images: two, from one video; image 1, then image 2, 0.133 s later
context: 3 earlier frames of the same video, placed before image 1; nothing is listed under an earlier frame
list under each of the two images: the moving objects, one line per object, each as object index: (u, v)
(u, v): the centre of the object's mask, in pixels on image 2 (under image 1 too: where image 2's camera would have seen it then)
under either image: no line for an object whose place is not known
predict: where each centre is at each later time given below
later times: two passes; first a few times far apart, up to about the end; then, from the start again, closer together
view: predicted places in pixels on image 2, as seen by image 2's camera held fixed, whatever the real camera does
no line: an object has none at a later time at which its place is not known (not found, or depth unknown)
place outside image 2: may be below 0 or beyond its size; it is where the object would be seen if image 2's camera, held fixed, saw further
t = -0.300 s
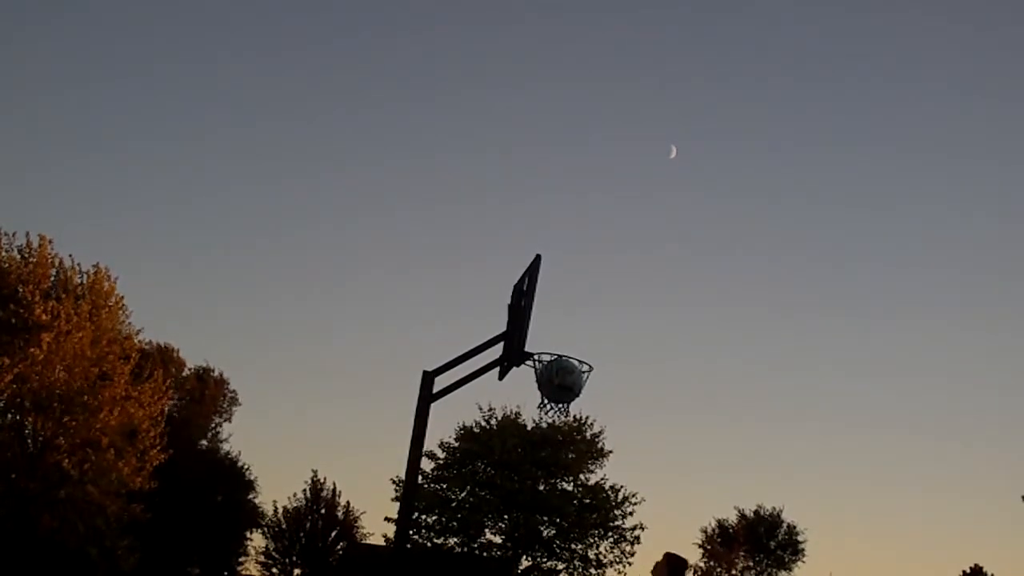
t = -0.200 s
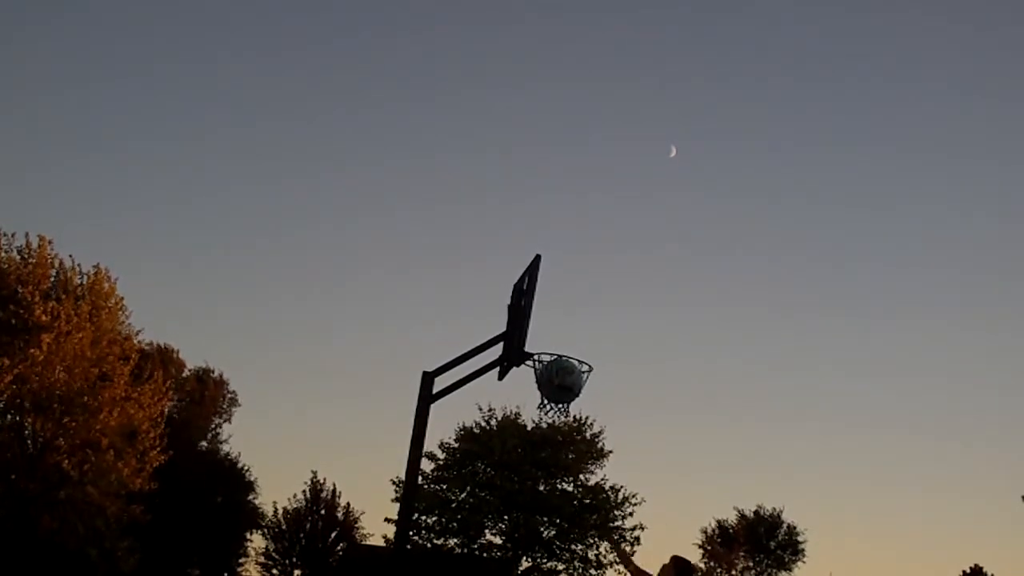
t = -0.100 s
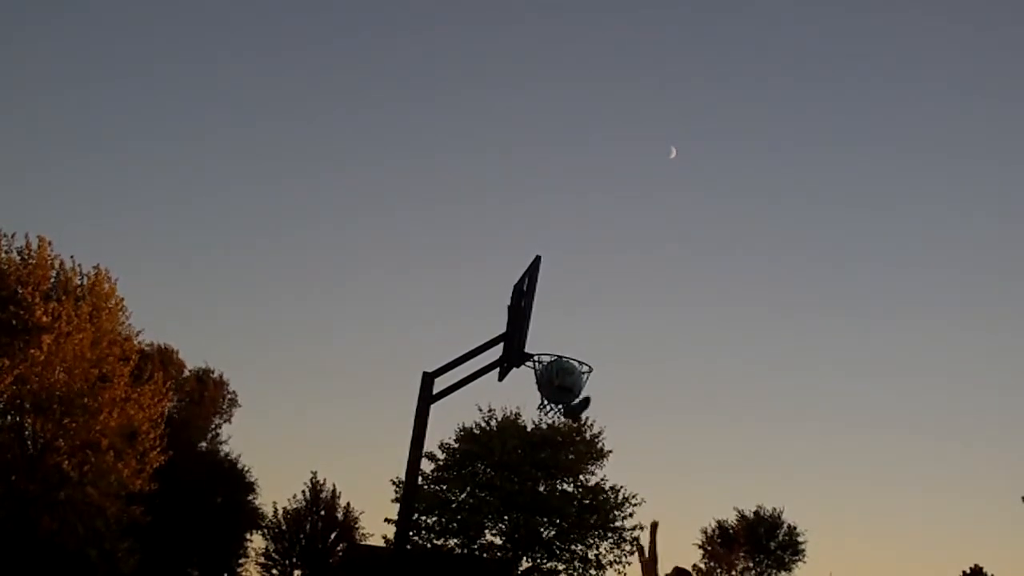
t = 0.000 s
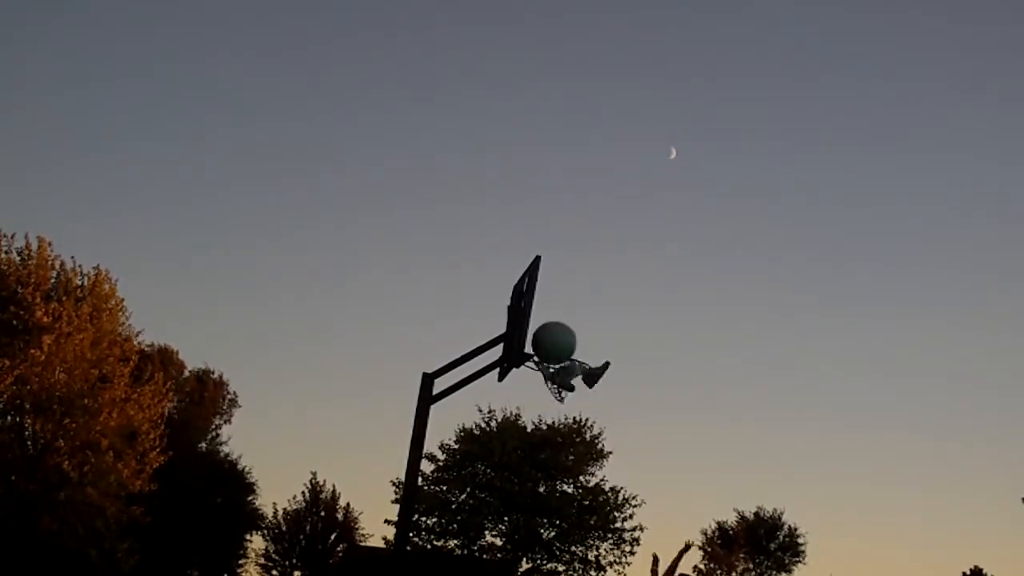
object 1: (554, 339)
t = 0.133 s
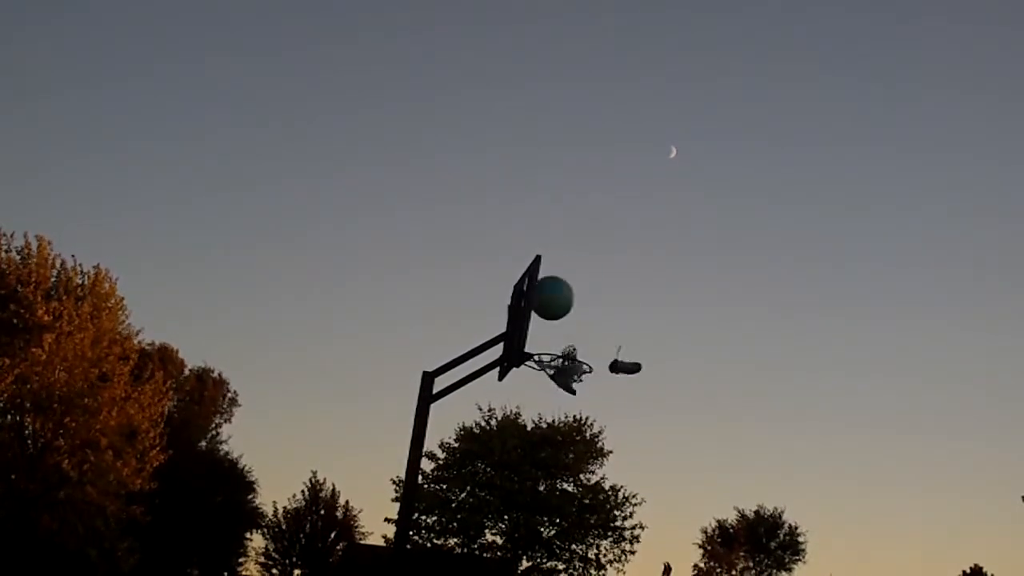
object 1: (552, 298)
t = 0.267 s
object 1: (576, 280)
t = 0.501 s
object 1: (612, 288)
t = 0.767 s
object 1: (647, 366)
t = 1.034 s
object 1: (678, 517)
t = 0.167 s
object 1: (558, 292)
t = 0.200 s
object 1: (564, 287)
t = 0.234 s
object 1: (570, 283)
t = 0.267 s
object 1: (576, 280)
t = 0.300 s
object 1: (582, 278)
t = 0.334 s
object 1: (587, 277)
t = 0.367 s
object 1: (592, 276)
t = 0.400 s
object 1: (598, 278)
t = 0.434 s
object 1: (603, 280)
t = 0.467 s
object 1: (608, 284)
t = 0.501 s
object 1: (612, 288)
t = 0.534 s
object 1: (617, 294)
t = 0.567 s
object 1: (621, 302)
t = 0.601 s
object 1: (626, 309)
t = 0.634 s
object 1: (630, 318)
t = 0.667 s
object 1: (635, 329)
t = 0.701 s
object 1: (639, 340)
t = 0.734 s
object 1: (643, 352)
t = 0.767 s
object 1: (647, 366)
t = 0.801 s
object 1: (651, 381)
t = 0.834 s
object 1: (655, 396)
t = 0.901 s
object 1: (662, 433)
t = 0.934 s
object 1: (666, 452)
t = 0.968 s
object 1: (670, 473)
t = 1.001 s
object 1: (674, 494)
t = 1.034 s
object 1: (678, 517)
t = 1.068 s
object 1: (681, 541)
